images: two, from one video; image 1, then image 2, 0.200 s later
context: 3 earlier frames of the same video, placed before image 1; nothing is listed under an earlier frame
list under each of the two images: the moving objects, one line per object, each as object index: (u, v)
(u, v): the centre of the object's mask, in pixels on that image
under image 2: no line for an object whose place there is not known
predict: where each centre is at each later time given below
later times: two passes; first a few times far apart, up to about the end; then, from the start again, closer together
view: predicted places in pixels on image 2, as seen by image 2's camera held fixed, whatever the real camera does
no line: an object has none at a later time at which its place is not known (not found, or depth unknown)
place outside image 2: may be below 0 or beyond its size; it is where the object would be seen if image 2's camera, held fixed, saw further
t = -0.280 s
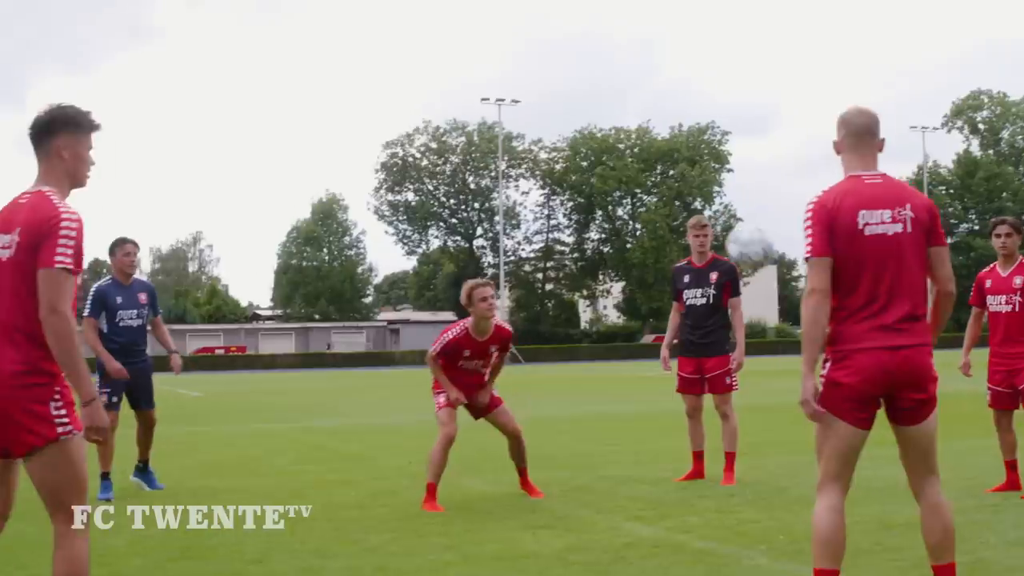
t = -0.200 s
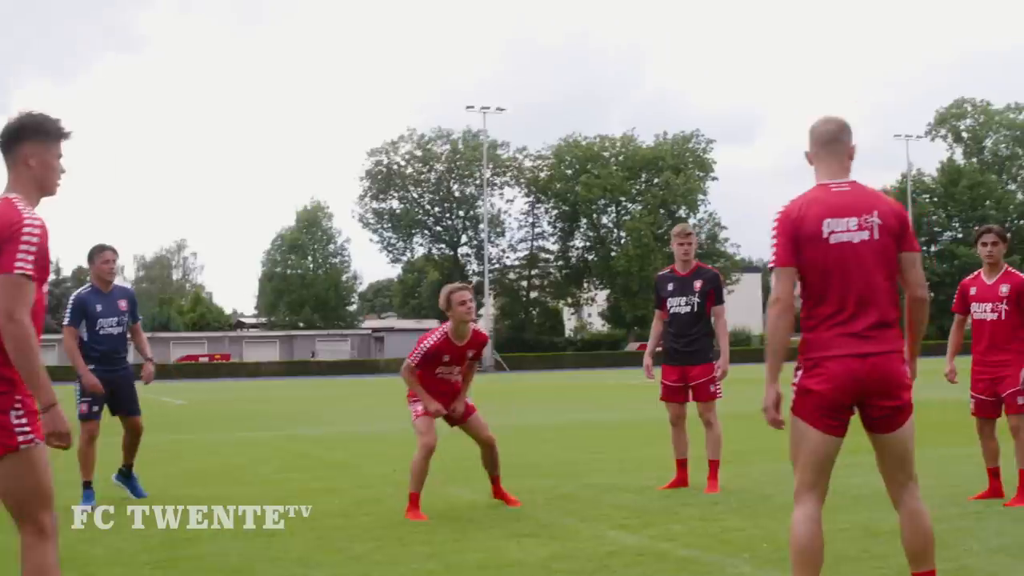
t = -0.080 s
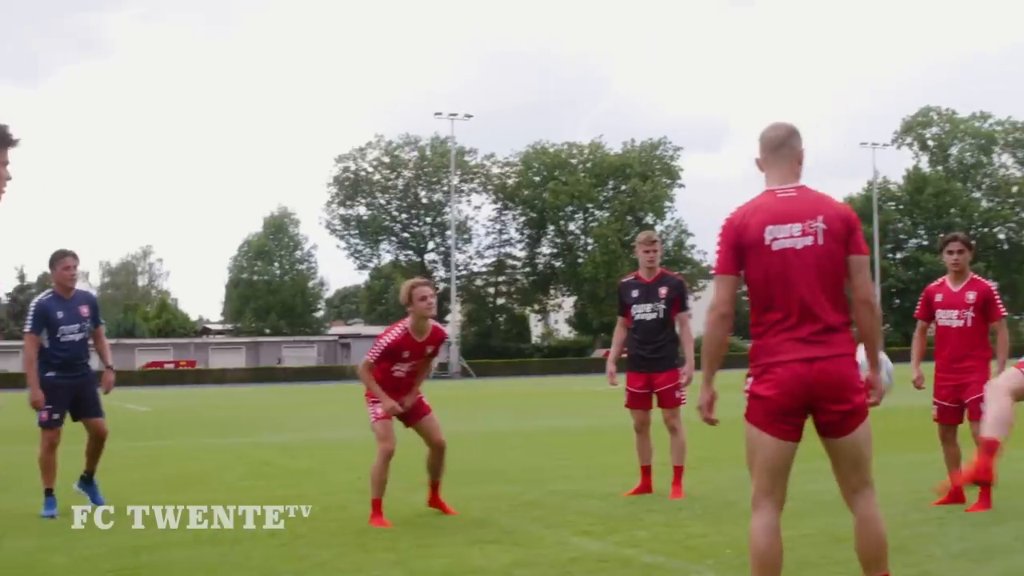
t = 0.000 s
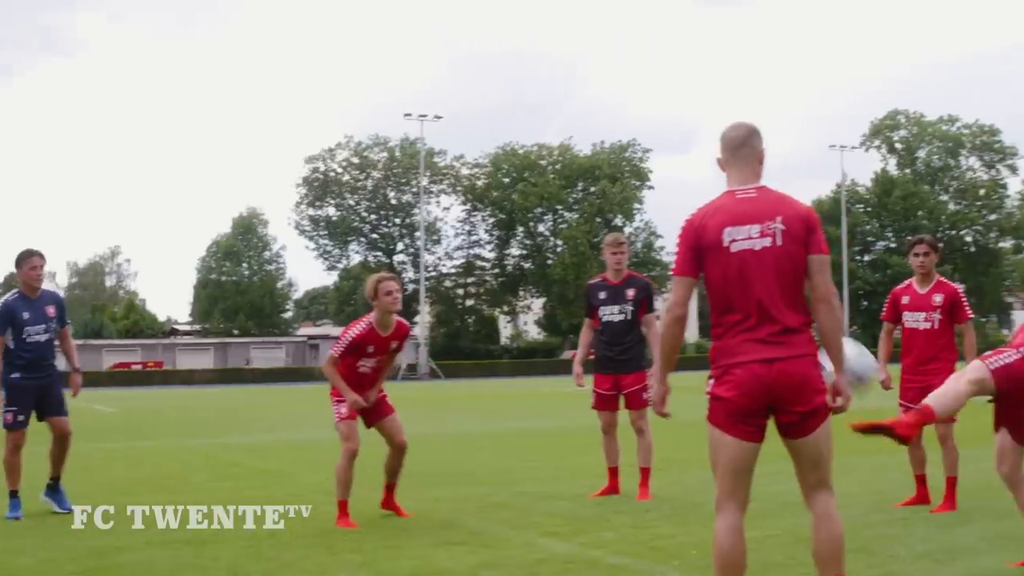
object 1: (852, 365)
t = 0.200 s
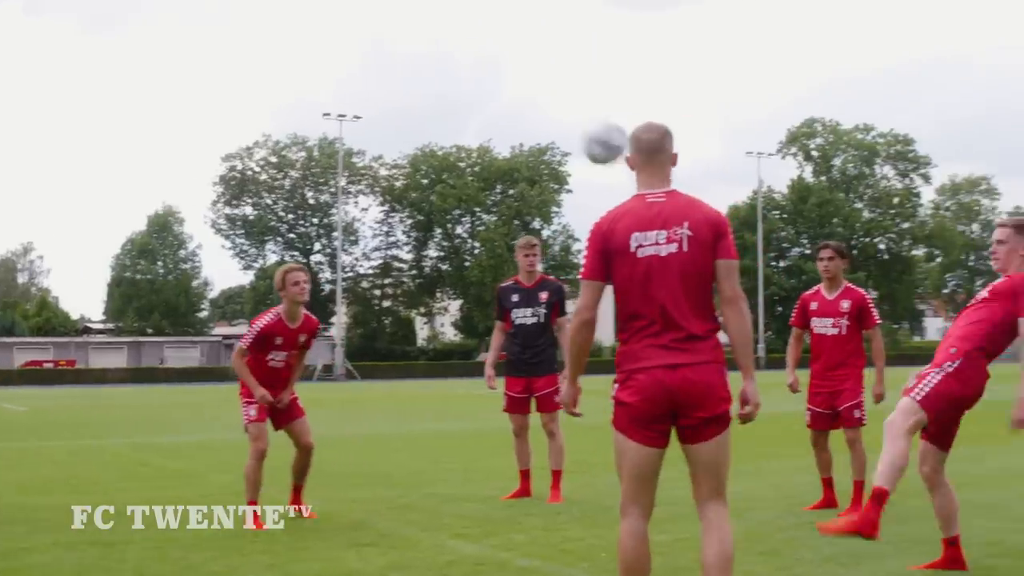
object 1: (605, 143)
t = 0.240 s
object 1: (573, 113)
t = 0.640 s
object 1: (368, 12)
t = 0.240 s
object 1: (573, 113)
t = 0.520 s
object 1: (410, 13)
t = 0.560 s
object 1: (394, 12)
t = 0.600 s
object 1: (381, 12)
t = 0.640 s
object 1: (368, 12)
